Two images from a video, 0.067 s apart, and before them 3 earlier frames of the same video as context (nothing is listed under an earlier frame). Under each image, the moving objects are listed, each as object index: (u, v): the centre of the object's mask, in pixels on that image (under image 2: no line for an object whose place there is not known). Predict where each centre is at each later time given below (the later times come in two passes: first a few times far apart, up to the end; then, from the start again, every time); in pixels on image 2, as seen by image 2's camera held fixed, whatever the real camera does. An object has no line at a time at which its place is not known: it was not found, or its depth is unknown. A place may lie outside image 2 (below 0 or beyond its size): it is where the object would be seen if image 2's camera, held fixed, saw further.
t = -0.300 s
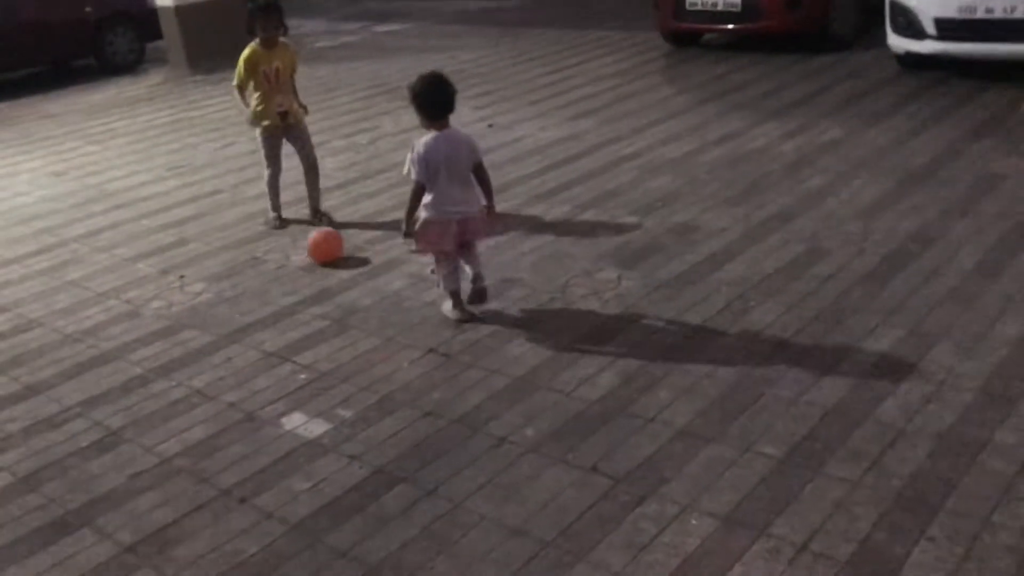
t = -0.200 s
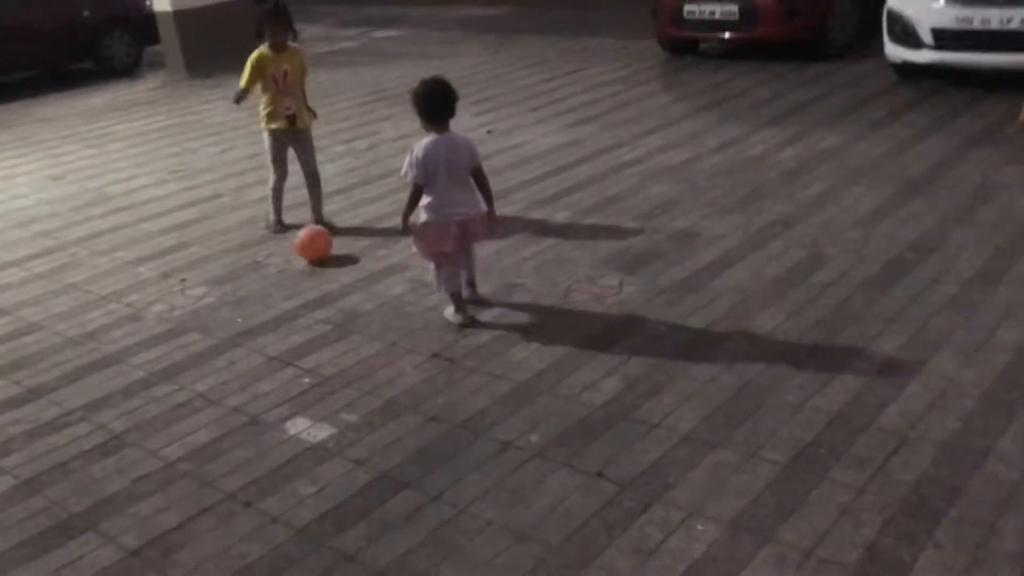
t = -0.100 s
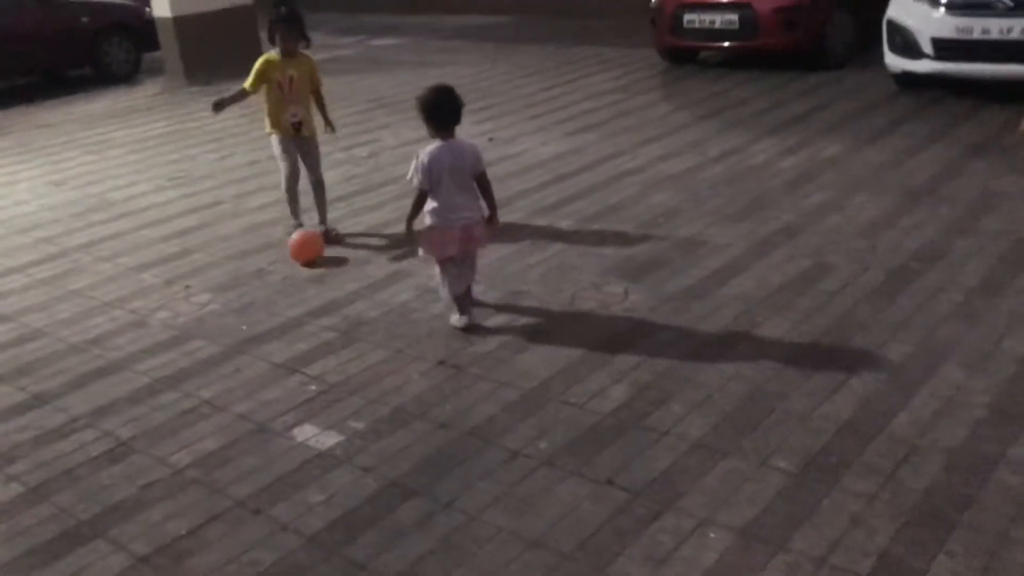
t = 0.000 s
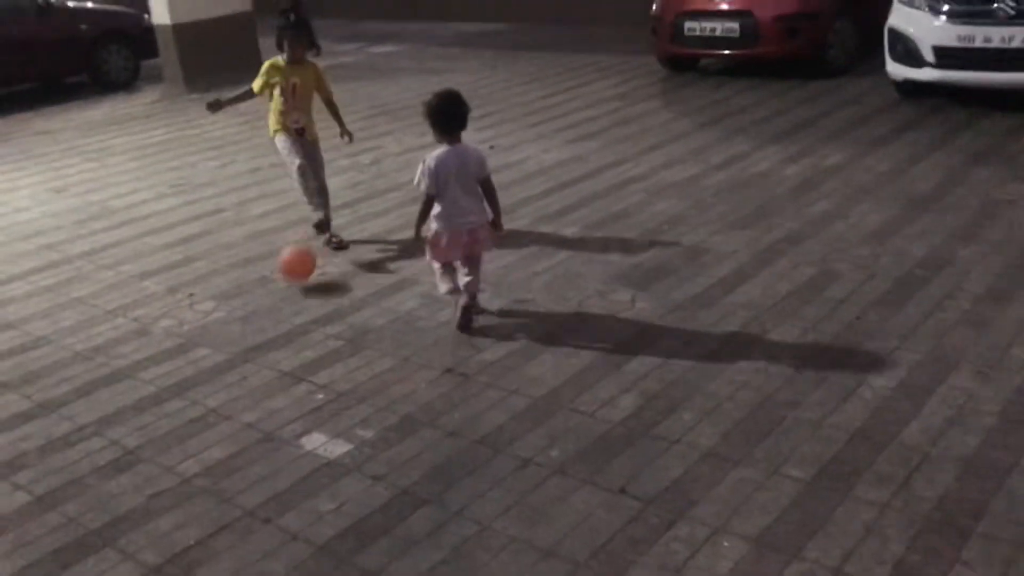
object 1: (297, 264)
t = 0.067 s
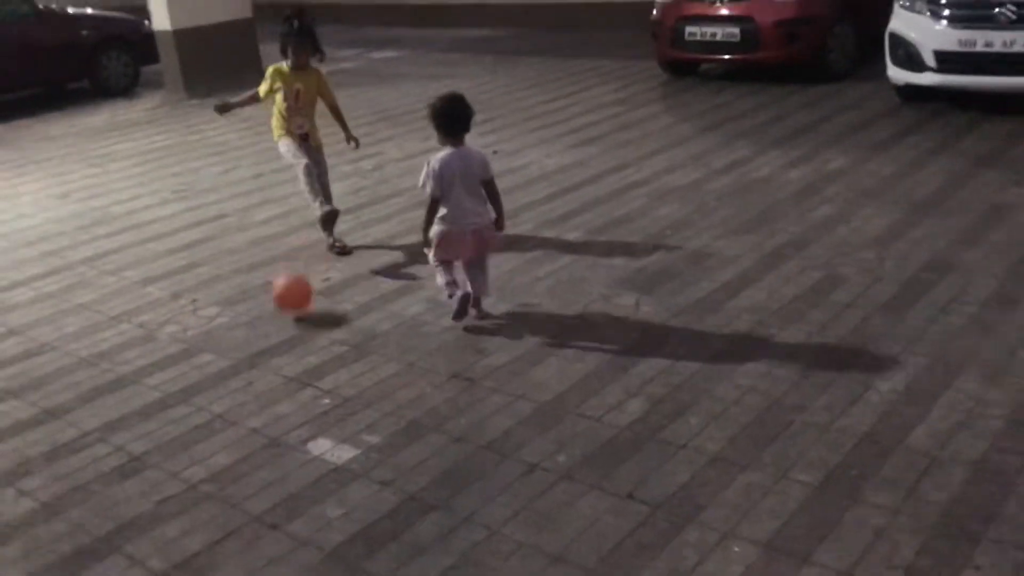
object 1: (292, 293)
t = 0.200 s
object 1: (267, 343)
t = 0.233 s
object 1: (260, 354)
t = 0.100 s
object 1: (288, 310)
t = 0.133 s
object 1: (282, 329)
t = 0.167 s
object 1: (275, 336)
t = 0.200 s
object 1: (267, 343)
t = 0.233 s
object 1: (260, 354)
